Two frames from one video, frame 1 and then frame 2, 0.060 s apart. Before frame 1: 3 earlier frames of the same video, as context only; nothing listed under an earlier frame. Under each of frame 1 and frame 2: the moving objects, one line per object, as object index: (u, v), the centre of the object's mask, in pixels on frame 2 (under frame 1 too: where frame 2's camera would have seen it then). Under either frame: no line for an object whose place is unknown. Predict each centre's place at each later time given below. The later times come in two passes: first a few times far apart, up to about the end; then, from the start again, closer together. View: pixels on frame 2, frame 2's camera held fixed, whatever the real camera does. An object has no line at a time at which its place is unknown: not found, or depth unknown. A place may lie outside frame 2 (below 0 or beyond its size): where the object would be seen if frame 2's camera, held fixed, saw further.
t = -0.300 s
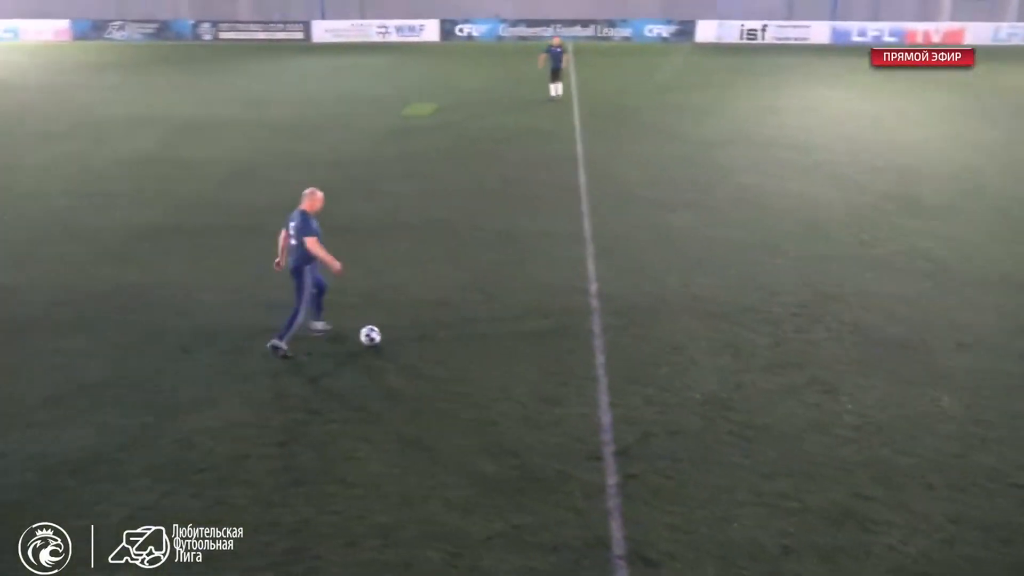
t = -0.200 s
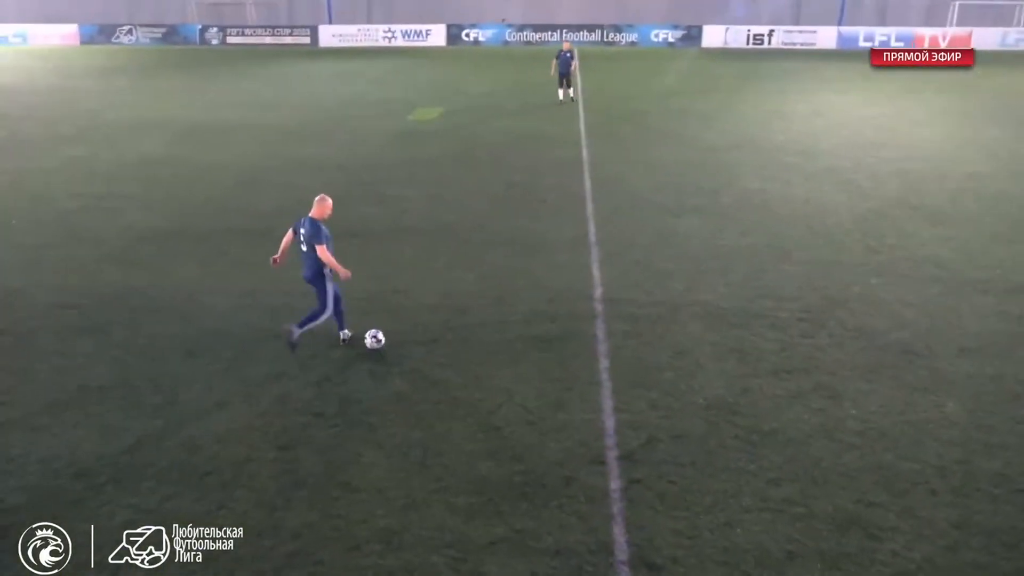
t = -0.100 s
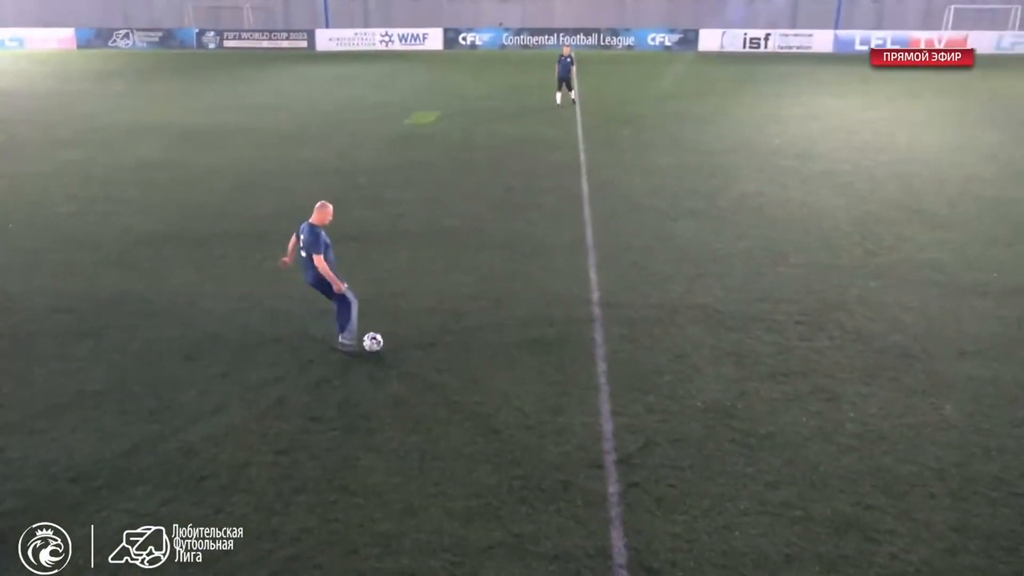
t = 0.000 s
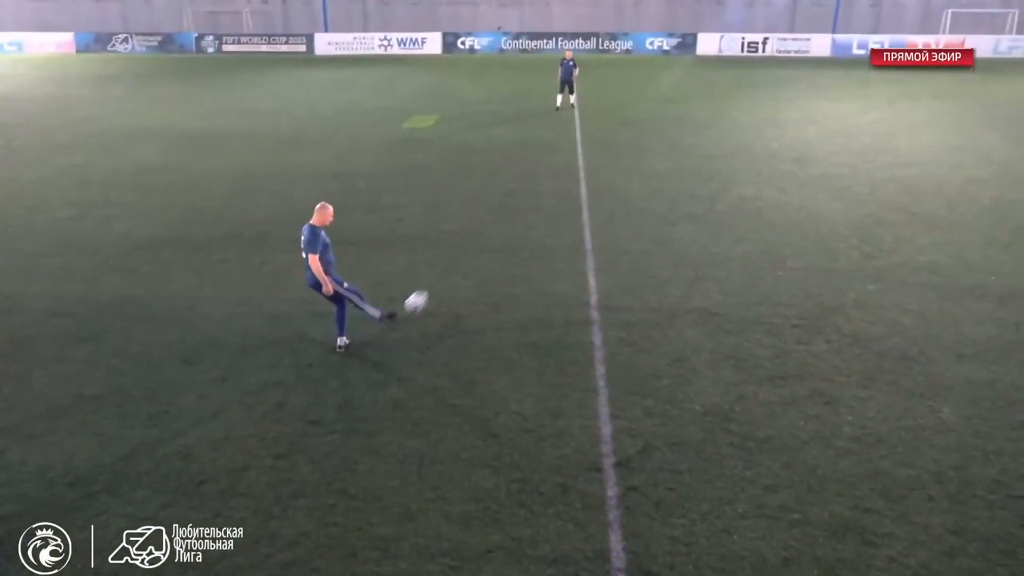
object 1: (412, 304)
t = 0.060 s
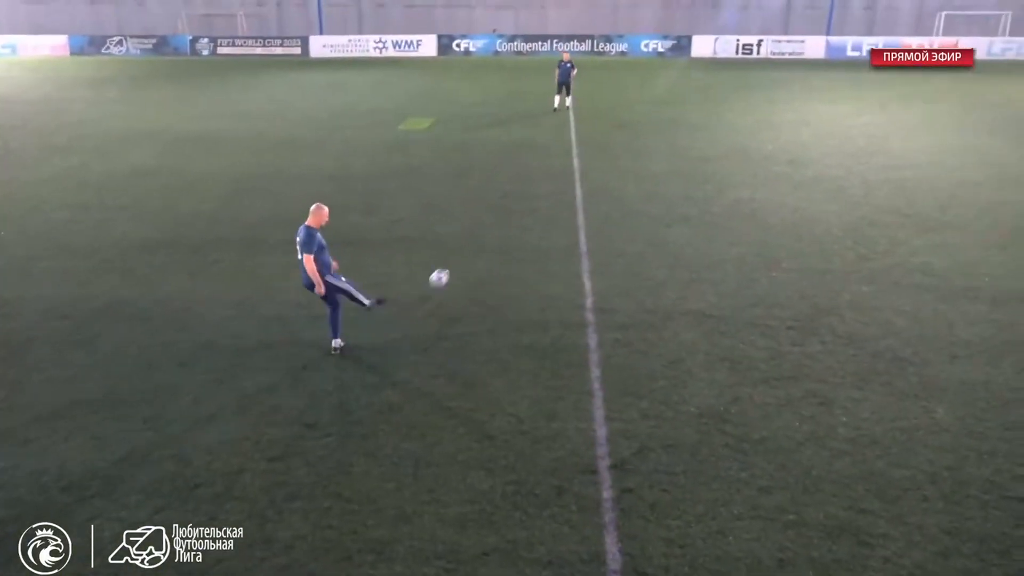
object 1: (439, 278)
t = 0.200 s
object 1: (484, 232)
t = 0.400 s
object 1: (523, 191)
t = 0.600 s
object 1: (547, 162)
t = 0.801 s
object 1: (559, 143)
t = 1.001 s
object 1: (566, 129)
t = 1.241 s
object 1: (570, 118)
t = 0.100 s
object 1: (455, 264)
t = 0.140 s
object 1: (469, 252)
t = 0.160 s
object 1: (474, 245)
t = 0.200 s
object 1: (484, 232)
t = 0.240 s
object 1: (494, 221)
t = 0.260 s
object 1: (498, 217)
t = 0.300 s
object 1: (507, 208)
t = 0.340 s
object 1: (514, 202)
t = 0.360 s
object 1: (517, 199)
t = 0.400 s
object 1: (523, 191)
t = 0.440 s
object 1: (529, 184)
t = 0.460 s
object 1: (532, 181)
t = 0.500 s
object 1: (536, 176)
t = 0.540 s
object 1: (541, 170)
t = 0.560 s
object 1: (543, 167)
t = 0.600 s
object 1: (547, 162)
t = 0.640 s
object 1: (550, 158)
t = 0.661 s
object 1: (551, 156)
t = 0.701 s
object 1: (554, 152)
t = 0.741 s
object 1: (556, 147)
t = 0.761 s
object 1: (557, 146)
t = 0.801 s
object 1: (559, 143)
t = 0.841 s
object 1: (561, 140)
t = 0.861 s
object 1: (562, 139)
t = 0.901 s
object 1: (563, 136)
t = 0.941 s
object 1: (565, 133)
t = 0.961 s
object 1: (566, 132)
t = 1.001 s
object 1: (566, 129)
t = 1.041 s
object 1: (568, 127)
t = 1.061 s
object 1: (568, 127)
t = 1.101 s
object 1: (568, 124)
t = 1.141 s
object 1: (569, 122)
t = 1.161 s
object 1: (570, 122)
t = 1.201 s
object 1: (569, 120)
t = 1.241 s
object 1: (570, 118)
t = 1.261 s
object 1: (570, 117)
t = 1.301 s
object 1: (570, 115)
